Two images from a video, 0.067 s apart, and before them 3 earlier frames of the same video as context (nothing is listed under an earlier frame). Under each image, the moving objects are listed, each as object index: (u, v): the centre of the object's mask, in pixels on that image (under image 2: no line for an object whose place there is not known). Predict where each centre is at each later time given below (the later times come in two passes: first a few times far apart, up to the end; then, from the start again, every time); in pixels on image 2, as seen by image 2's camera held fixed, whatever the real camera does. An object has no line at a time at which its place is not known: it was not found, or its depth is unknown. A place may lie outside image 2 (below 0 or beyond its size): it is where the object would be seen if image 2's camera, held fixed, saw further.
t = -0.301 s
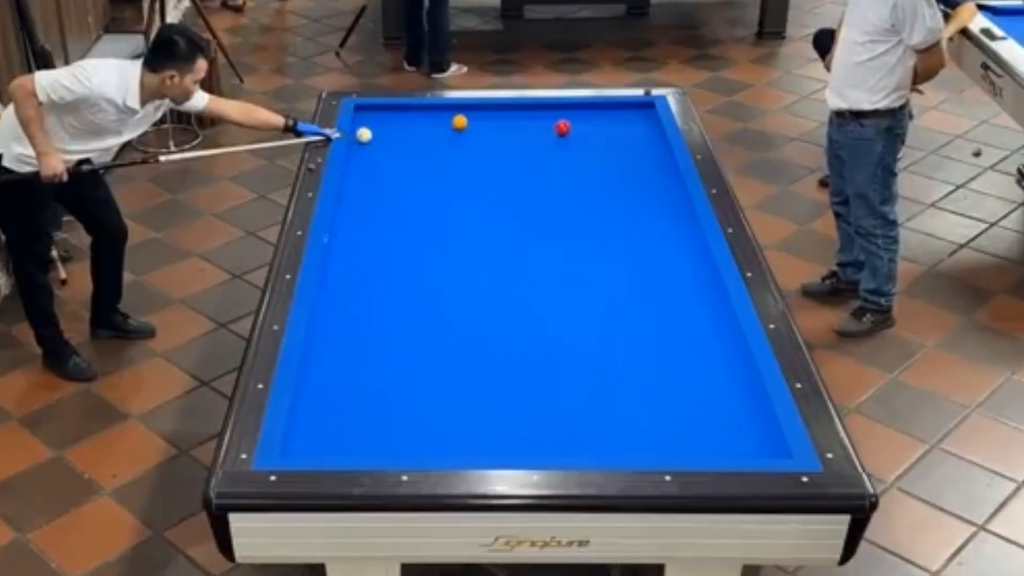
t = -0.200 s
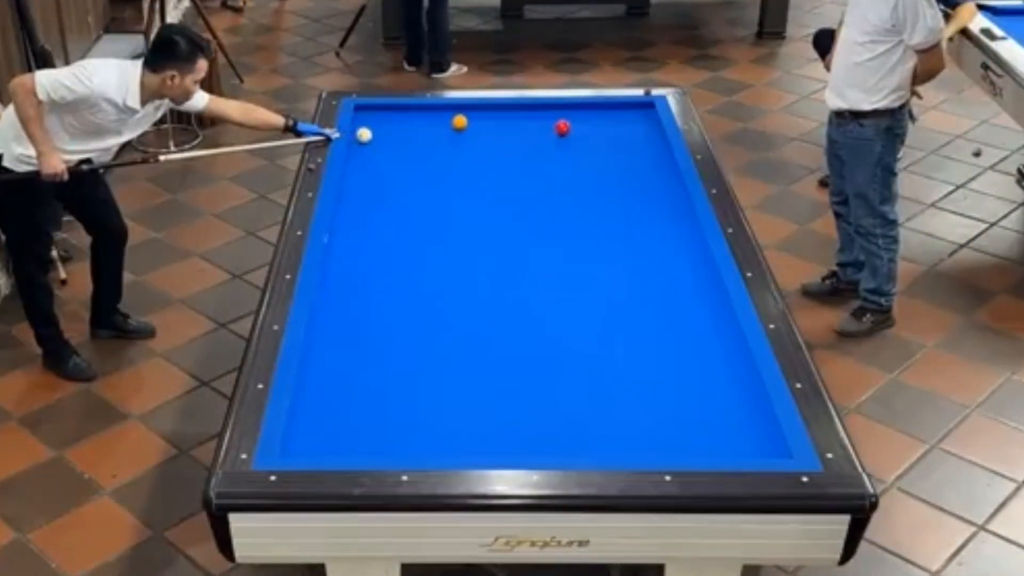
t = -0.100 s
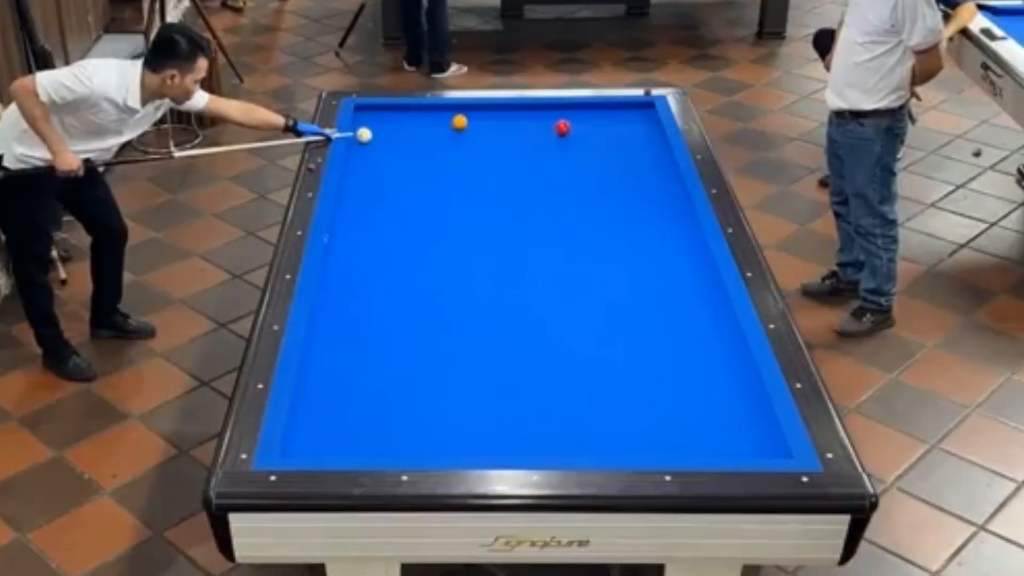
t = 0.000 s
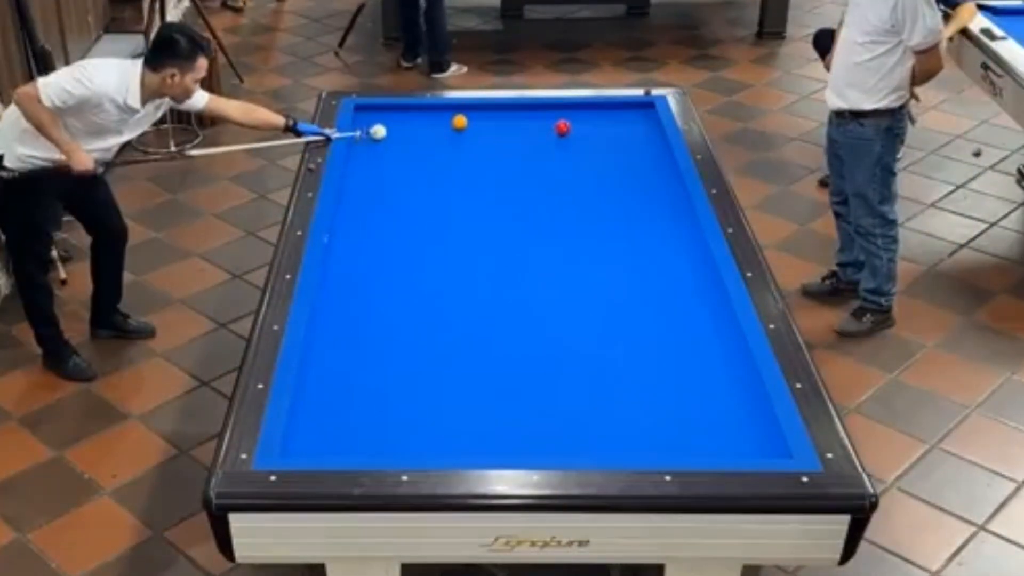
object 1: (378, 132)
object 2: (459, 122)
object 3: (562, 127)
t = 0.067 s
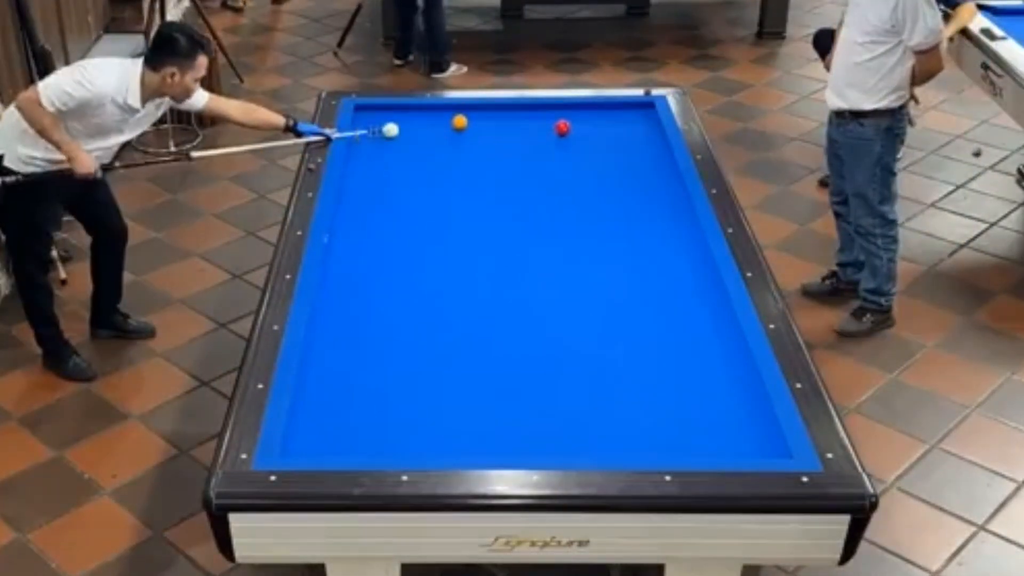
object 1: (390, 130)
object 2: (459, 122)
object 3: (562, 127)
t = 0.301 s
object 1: (433, 122)
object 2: (459, 122)
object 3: (562, 127)
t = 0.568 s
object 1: (465, 111)
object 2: (473, 124)
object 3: (562, 127)
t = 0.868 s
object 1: (491, 111)
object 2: (492, 127)
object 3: (562, 127)
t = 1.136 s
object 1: (511, 115)
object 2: (508, 129)
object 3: (562, 127)
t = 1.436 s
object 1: (534, 121)
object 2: (525, 132)
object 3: (562, 127)
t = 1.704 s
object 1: (548, 127)
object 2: (539, 135)
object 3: (567, 127)
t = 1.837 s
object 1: (551, 127)
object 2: (546, 136)
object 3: (574, 127)
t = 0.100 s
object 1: (397, 129)
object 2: (459, 122)
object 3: (562, 127)
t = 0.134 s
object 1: (403, 127)
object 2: (459, 122)
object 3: (562, 127)
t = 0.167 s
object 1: (409, 126)
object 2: (459, 122)
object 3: (562, 127)
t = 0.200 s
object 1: (415, 125)
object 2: (459, 122)
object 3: (562, 127)
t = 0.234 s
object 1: (421, 124)
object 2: (459, 122)
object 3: (562, 127)
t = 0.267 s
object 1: (427, 123)
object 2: (459, 122)
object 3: (562, 127)
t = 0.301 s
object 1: (433, 122)
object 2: (459, 122)
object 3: (562, 127)
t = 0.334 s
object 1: (439, 121)
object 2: (460, 122)
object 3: (562, 127)
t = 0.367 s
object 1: (444, 119)
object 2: (460, 122)
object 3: (562, 127)
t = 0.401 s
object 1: (449, 118)
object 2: (462, 122)
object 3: (562, 127)
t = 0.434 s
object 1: (452, 116)
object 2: (465, 123)
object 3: (562, 127)
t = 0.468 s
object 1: (455, 115)
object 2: (466, 123)
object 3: (562, 127)
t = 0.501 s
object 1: (458, 113)
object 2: (469, 123)
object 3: (562, 127)
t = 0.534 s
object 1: (462, 112)
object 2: (470, 123)
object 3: (562, 127)
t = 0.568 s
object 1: (465, 111)
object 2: (473, 124)
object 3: (562, 127)
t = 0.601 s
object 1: (469, 110)
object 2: (475, 124)
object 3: (562, 127)
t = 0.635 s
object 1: (472, 108)
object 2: (477, 124)
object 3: (562, 127)
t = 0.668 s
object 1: (475, 107)
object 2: (480, 124)
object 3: (562, 127)
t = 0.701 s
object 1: (478, 107)
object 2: (481, 125)
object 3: (562, 127)
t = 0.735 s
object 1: (481, 108)
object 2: (483, 126)
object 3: (562, 127)
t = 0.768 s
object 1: (483, 109)
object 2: (485, 126)
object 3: (562, 127)
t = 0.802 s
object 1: (486, 109)
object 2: (488, 126)
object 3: (562, 127)
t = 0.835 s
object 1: (488, 110)
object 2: (490, 127)
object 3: (562, 127)
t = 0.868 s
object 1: (491, 111)
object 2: (492, 127)
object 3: (562, 127)
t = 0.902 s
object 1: (493, 112)
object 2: (494, 127)
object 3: (562, 127)
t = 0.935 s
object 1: (496, 112)
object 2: (496, 128)
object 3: (562, 127)
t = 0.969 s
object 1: (498, 113)
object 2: (498, 128)
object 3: (562, 127)
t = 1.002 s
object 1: (501, 113)
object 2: (500, 128)
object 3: (562, 127)
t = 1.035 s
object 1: (503, 114)
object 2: (502, 129)
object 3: (562, 127)
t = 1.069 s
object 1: (506, 114)
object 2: (504, 129)
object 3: (562, 127)
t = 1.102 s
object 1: (508, 115)
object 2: (506, 129)
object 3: (562, 127)
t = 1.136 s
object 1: (511, 115)
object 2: (508, 129)
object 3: (562, 127)
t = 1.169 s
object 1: (514, 116)
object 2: (510, 130)
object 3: (562, 127)
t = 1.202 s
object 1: (516, 117)
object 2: (512, 130)
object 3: (562, 127)
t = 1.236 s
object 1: (519, 117)
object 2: (514, 131)
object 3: (562, 127)
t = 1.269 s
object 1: (521, 118)
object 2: (516, 131)
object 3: (562, 127)
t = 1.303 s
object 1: (524, 118)
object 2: (518, 131)
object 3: (562, 127)
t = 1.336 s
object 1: (526, 119)
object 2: (520, 131)
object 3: (562, 127)
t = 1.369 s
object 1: (529, 120)
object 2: (522, 131)
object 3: (562, 127)
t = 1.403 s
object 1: (532, 121)
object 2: (523, 132)
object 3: (563, 127)
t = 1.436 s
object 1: (534, 121)
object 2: (525, 132)
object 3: (562, 127)
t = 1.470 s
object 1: (536, 122)
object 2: (527, 132)
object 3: (562, 127)
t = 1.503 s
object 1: (539, 123)
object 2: (529, 133)
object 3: (563, 127)
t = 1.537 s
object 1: (541, 124)
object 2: (531, 133)
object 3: (563, 127)
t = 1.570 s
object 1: (544, 124)
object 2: (533, 133)
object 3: (563, 127)
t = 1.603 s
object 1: (546, 125)
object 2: (535, 134)
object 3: (563, 127)
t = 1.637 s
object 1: (548, 125)
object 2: (536, 134)
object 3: (563, 127)
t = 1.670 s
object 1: (548, 126)
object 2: (538, 134)
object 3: (565, 127)
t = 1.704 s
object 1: (548, 127)
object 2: (539, 135)
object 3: (567, 127)
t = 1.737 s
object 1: (549, 127)
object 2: (541, 135)
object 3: (569, 127)
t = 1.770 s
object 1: (550, 127)
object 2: (542, 135)
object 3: (570, 127)
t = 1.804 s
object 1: (551, 126)
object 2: (545, 135)
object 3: (572, 127)
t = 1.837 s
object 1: (551, 127)
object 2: (546, 136)
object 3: (574, 127)
